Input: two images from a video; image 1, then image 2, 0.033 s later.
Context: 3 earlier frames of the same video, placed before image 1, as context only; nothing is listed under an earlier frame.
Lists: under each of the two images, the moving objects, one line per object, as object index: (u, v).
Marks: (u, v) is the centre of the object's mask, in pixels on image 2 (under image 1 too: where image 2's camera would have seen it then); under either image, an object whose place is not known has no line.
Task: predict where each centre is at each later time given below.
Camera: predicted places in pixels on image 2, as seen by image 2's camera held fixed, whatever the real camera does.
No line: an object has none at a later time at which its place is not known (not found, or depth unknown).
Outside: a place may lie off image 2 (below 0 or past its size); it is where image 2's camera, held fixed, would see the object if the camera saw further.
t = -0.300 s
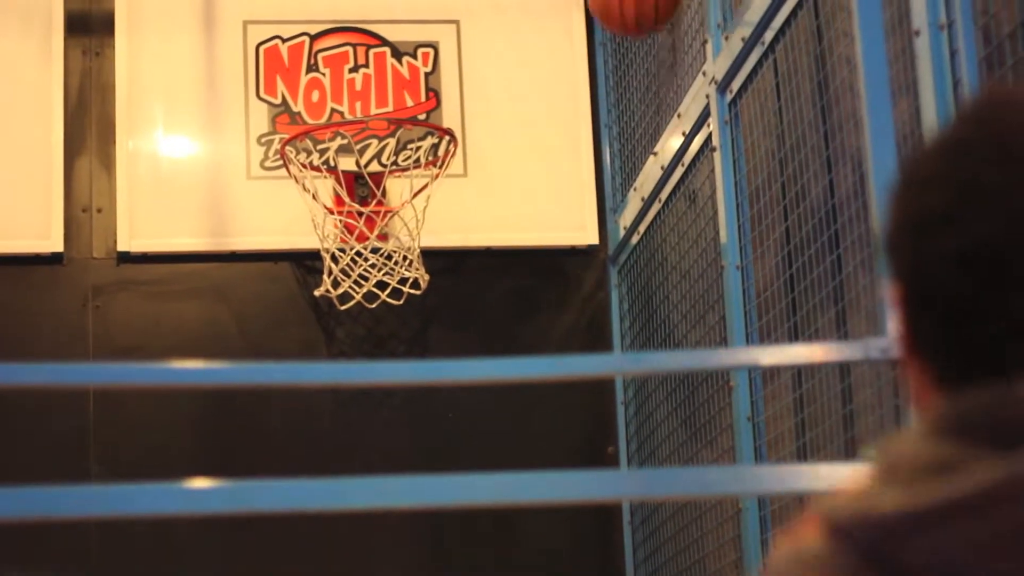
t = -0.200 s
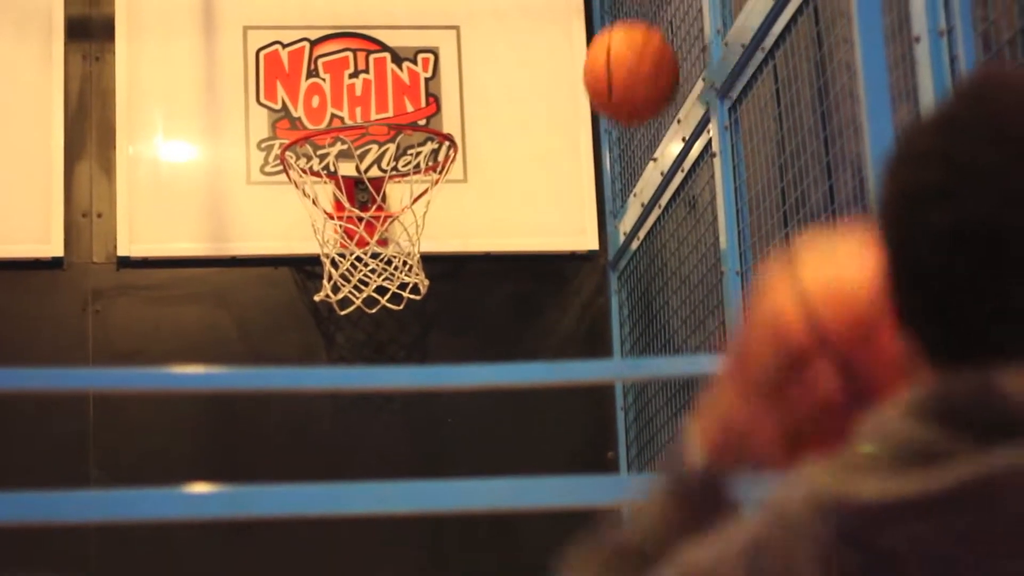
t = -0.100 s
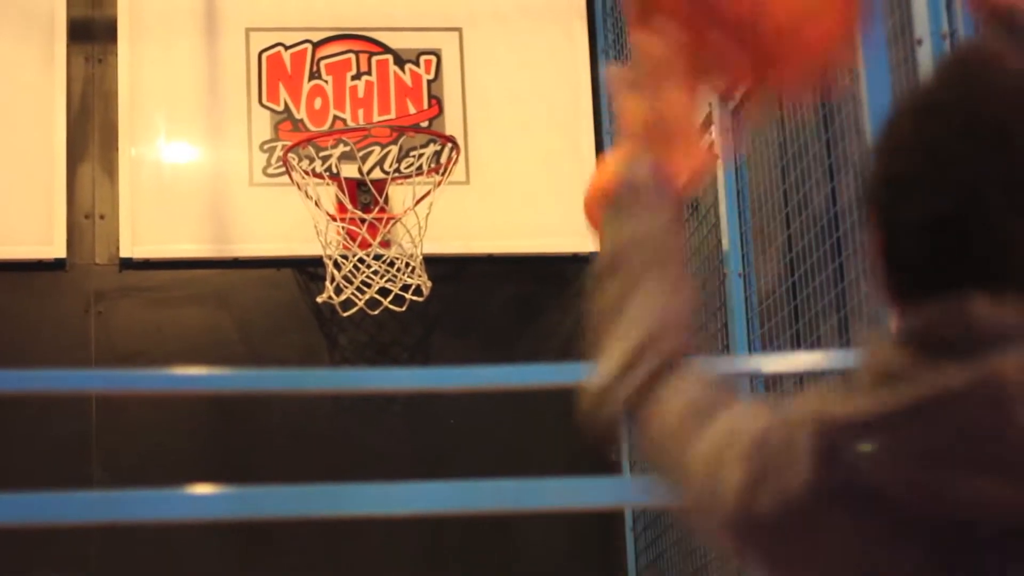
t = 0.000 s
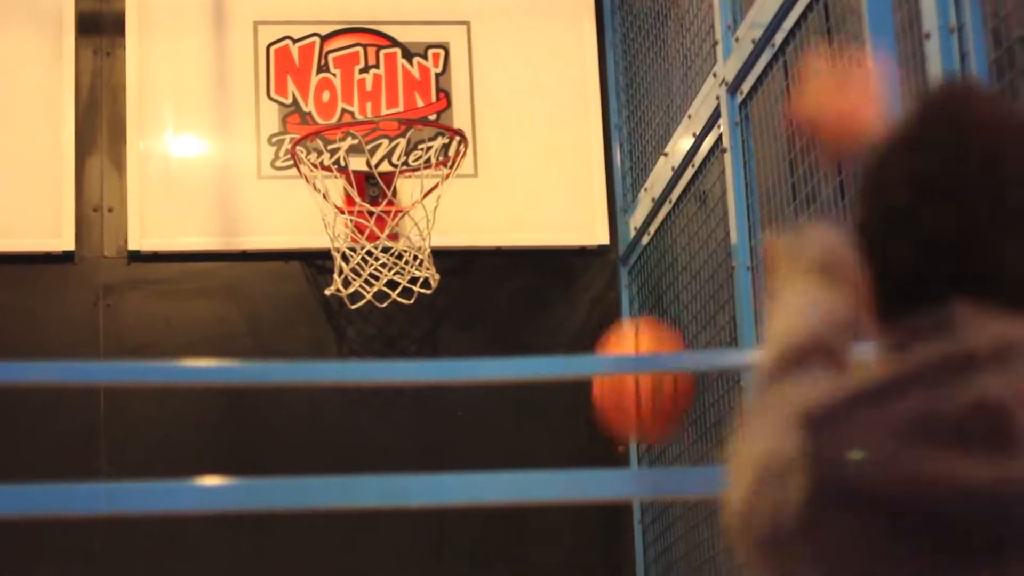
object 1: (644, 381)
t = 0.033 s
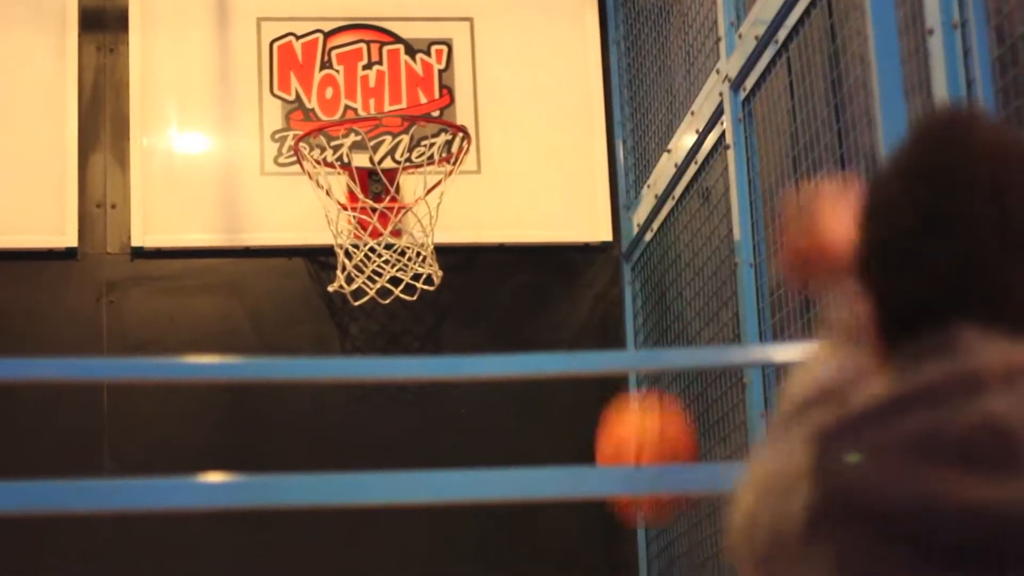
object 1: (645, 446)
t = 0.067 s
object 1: (649, 537)
